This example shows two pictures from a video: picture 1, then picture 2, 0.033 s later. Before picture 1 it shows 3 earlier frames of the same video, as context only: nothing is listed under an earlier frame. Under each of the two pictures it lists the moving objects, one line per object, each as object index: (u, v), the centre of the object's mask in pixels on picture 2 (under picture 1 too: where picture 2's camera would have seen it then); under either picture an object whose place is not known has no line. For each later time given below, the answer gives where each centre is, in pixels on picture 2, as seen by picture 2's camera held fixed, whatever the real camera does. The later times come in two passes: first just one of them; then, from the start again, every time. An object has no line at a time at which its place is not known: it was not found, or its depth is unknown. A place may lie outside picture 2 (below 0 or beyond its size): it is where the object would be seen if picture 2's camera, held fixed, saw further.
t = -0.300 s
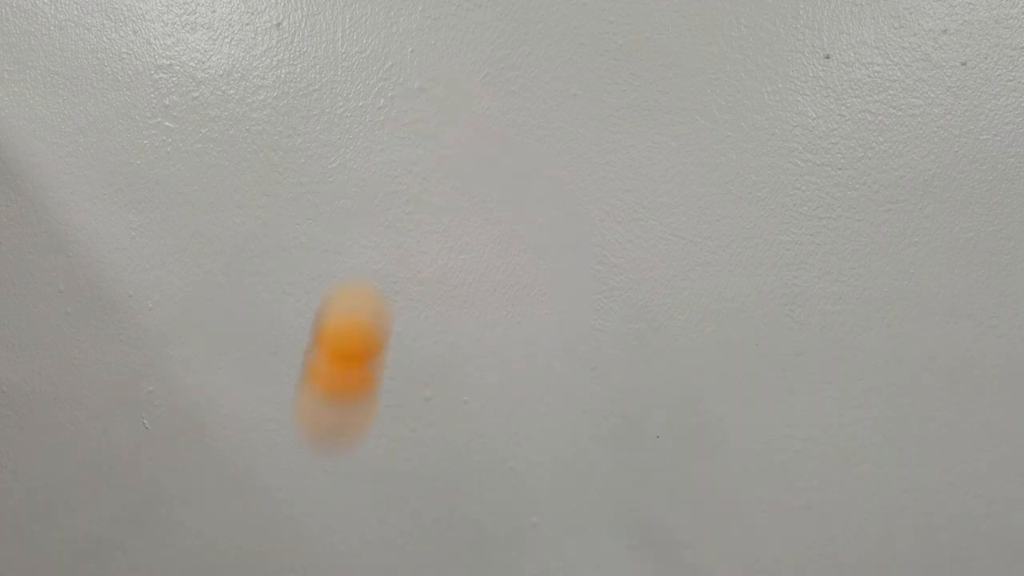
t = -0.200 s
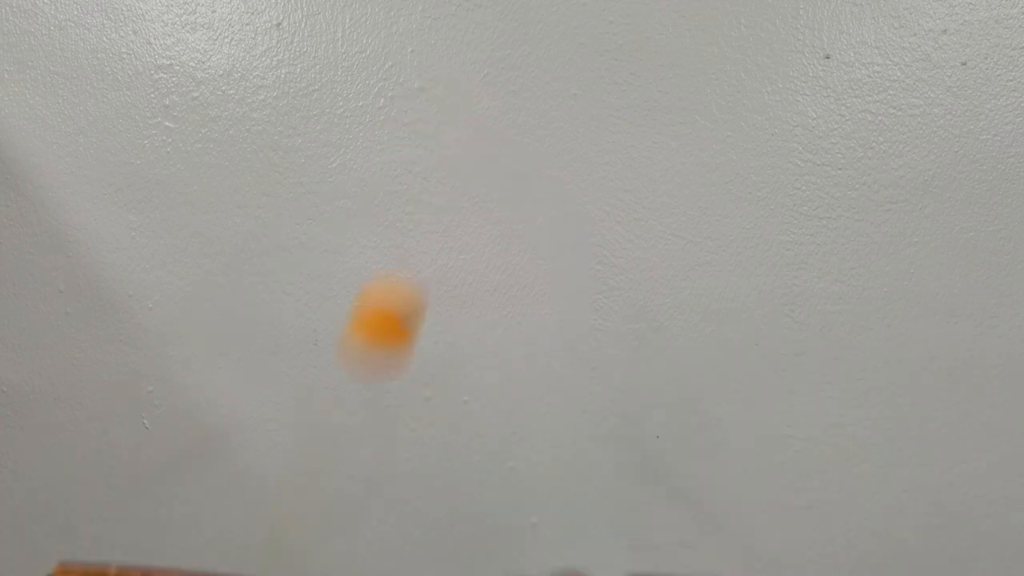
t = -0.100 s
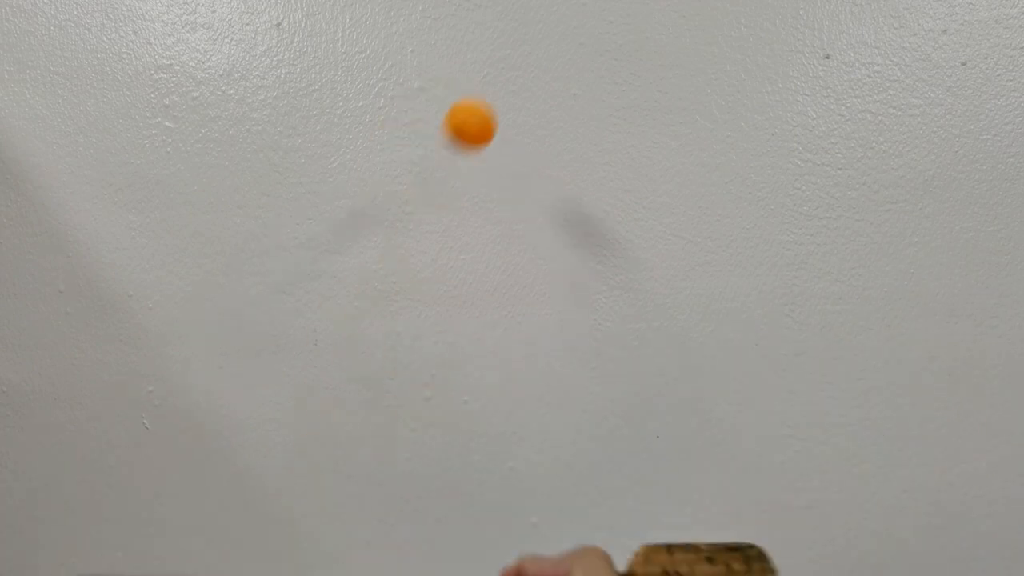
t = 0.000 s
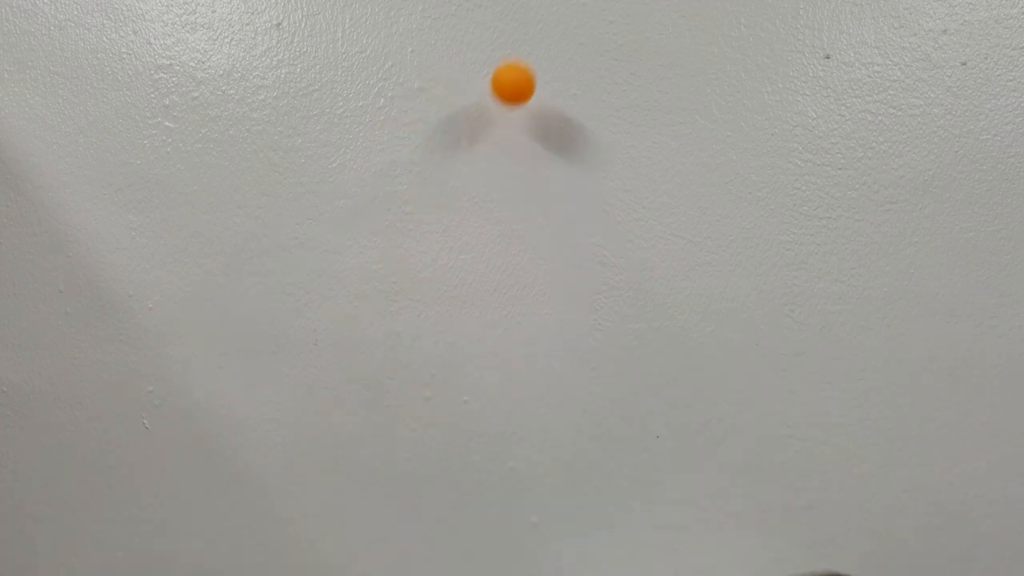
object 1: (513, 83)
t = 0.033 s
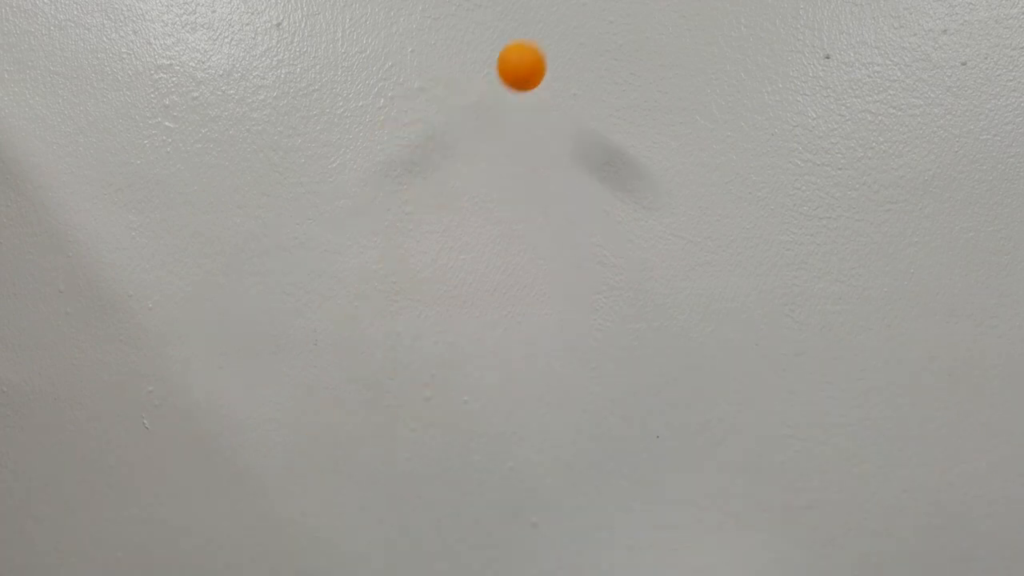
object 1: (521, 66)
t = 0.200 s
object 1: (609, 271)
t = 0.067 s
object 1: (531, 60)
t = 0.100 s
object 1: (542, 68)
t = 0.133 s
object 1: (559, 98)
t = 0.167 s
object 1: (578, 153)
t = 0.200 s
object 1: (609, 271)
